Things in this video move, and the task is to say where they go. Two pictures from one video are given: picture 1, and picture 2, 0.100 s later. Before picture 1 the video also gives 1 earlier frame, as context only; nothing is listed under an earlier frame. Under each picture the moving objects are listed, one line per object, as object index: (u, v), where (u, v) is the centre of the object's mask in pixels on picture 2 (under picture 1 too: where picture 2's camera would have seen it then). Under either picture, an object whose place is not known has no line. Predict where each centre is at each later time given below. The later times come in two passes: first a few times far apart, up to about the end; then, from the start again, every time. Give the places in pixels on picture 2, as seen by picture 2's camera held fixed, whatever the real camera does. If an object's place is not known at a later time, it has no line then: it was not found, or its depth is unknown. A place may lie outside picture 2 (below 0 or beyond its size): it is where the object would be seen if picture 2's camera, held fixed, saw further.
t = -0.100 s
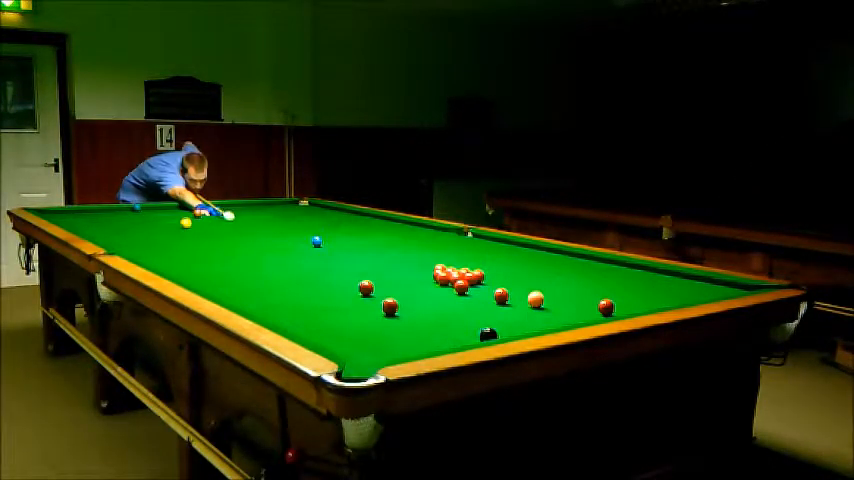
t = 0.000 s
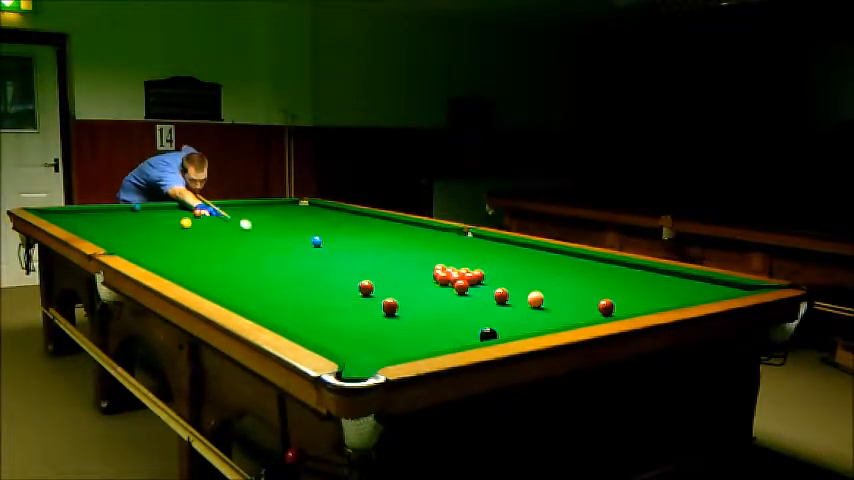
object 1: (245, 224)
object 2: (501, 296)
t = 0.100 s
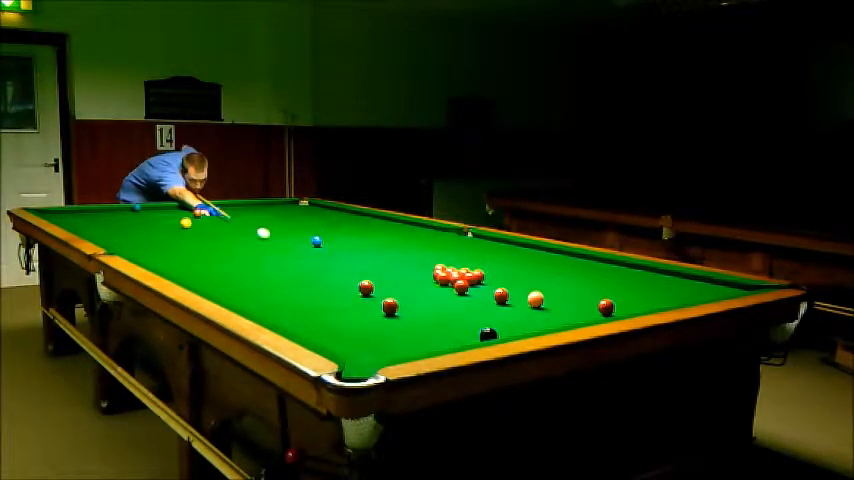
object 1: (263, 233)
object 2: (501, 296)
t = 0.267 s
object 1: (296, 249)
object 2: (501, 296)
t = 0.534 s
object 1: (372, 281)
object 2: (501, 296)
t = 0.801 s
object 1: (467, 293)
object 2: (501, 296)
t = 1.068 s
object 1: (535, 312)
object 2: (536, 289)
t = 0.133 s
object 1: (269, 236)
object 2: (501, 296)
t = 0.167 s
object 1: (275, 239)
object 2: (501, 296)
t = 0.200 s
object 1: (282, 242)
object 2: (501, 296)
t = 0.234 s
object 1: (289, 245)
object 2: (501, 296)
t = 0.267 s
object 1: (296, 249)
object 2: (501, 296)
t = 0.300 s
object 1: (304, 252)
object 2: (501, 296)
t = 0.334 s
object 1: (312, 256)
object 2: (501, 296)
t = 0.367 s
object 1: (320, 261)
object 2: (501, 296)
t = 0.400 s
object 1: (330, 265)
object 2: (501, 296)
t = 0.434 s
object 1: (339, 269)
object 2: (501, 296)
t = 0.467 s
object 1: (349, 274)
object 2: (501, 296)
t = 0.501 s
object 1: (359, 278)
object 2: (501, 296)
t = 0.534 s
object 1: (372, 281)
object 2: (501, 296)
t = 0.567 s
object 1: (383, 283)
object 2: (501, 296)
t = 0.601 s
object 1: (395, 284)
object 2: (501, 296)
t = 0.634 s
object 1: (407, 285)
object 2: (501, 296)
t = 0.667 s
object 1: (418, 287)
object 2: (501, 296)
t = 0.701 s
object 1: (430, 288)
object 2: (501, 296)
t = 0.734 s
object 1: (442, 290)
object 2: (501, 296)
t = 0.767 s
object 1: (455, 291)
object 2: (501, 296)
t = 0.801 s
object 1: (467, 293)
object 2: (501, 296)
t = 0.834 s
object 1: (480, 295)
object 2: (501, 296)
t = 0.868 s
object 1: (489, 297)
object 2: (505, 295)
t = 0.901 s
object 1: (496, 299)
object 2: (511, 295)
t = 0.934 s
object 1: (503, 302)
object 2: (517, 295)
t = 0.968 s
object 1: (511, 305)
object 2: (522, 294)
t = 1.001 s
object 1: (519, 307)
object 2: (525, 293)
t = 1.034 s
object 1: (527, 310)
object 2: (530, 291)
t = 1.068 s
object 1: (535, 312)
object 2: (536, 289)
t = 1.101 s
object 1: (544, 314)
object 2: (542, 291)
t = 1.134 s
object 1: (552, 317)
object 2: (547, 293)
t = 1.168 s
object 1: (561, 317)
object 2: (550, 293)
